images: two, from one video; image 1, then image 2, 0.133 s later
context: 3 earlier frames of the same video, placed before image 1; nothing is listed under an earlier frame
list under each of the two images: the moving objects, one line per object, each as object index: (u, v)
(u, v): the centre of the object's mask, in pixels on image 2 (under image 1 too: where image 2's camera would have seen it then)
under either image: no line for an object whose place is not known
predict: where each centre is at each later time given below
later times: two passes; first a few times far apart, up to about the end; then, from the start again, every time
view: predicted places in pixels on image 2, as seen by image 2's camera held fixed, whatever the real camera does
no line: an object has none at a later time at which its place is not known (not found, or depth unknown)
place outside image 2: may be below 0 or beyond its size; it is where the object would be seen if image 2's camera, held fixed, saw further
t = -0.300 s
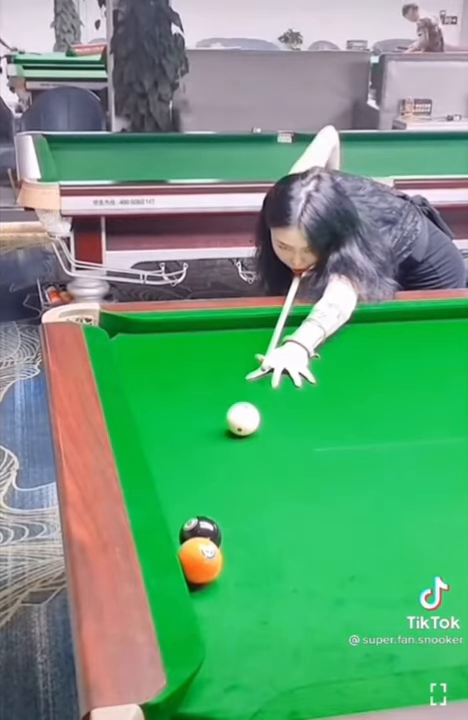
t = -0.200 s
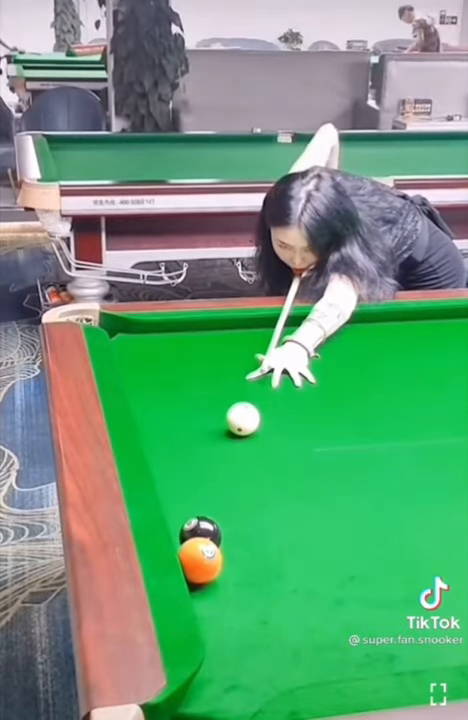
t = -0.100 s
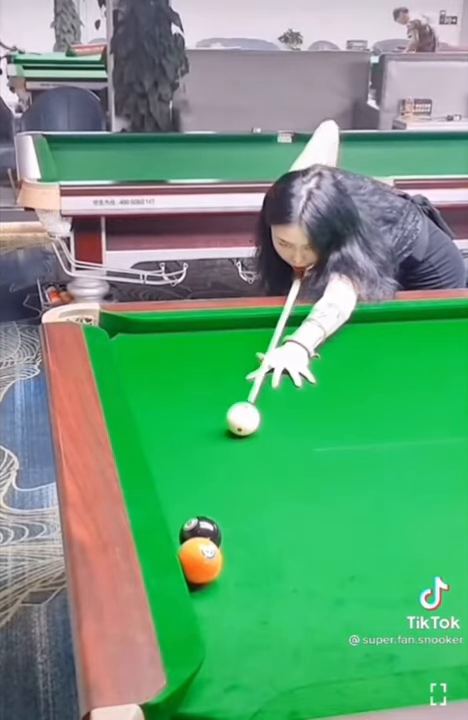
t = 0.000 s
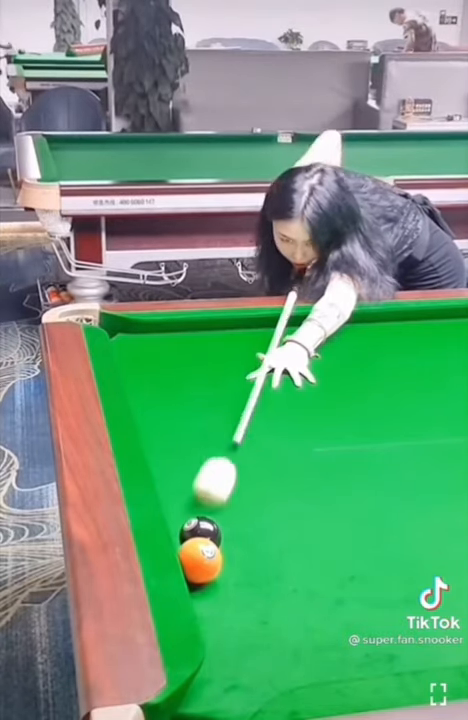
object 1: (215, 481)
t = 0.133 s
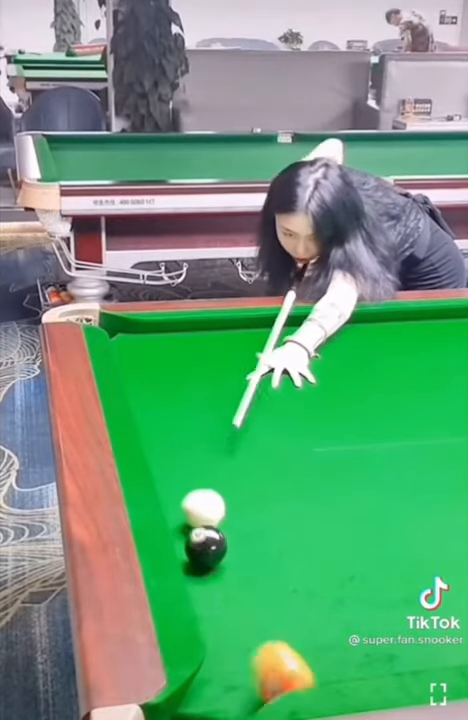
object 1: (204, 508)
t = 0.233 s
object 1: (234, 504)
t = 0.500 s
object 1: (302, 502)
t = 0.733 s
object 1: (358, 501)
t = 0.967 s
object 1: (409, 500)
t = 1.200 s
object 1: (453, 499)
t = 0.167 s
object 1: (214, 507)
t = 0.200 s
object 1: (225, 505)
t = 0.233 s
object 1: (234, 504)
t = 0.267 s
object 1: (243, 503)
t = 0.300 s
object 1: (252, 503)
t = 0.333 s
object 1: (260, 503)
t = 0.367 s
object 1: (269, 503)
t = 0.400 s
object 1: (277, 503)
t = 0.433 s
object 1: (286, 503)
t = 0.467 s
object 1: (294, 502)
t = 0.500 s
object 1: (302, 502)
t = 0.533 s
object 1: (310, 502)
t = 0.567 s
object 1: (318, 502)
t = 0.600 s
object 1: (326, 502)
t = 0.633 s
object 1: (334, 501)
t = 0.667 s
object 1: (342, 501)
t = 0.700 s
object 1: (350, 501)
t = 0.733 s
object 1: (358, 501)
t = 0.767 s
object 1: (365, 501)
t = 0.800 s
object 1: (373, 501)
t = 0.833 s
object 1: (380, 501)
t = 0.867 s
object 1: (388, 501)
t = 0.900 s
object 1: (395, 501)
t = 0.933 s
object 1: (402, 500)
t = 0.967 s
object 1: (409, 500)
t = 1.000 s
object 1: (416, 500)
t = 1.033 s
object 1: (423, 500)
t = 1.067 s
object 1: (430, 499)
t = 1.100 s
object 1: (437, 499)
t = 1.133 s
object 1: (444, 499)
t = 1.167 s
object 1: (449, 499)
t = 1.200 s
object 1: (453, 499)
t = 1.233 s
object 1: (456, 499)
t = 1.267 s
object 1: (459, 499)
